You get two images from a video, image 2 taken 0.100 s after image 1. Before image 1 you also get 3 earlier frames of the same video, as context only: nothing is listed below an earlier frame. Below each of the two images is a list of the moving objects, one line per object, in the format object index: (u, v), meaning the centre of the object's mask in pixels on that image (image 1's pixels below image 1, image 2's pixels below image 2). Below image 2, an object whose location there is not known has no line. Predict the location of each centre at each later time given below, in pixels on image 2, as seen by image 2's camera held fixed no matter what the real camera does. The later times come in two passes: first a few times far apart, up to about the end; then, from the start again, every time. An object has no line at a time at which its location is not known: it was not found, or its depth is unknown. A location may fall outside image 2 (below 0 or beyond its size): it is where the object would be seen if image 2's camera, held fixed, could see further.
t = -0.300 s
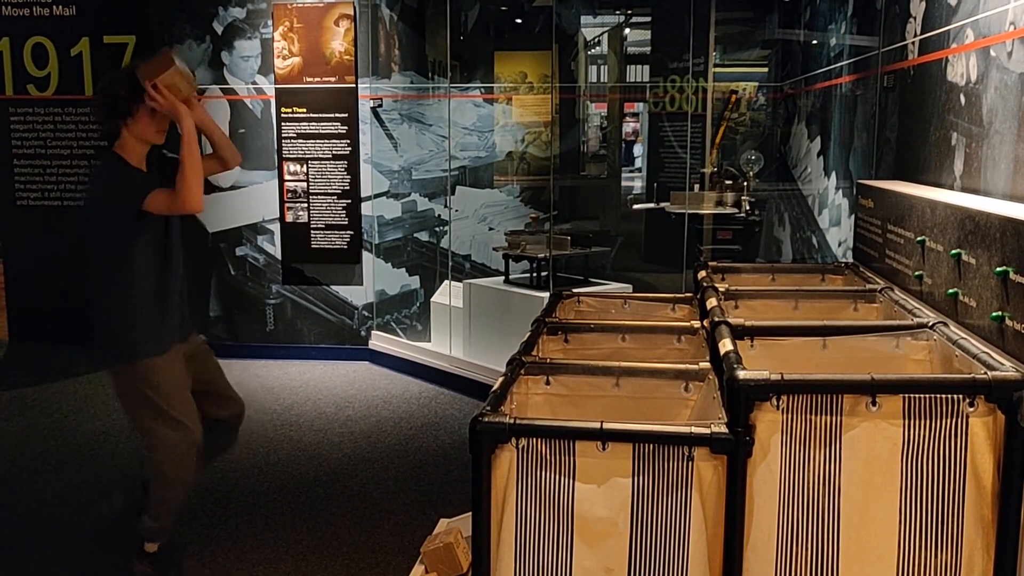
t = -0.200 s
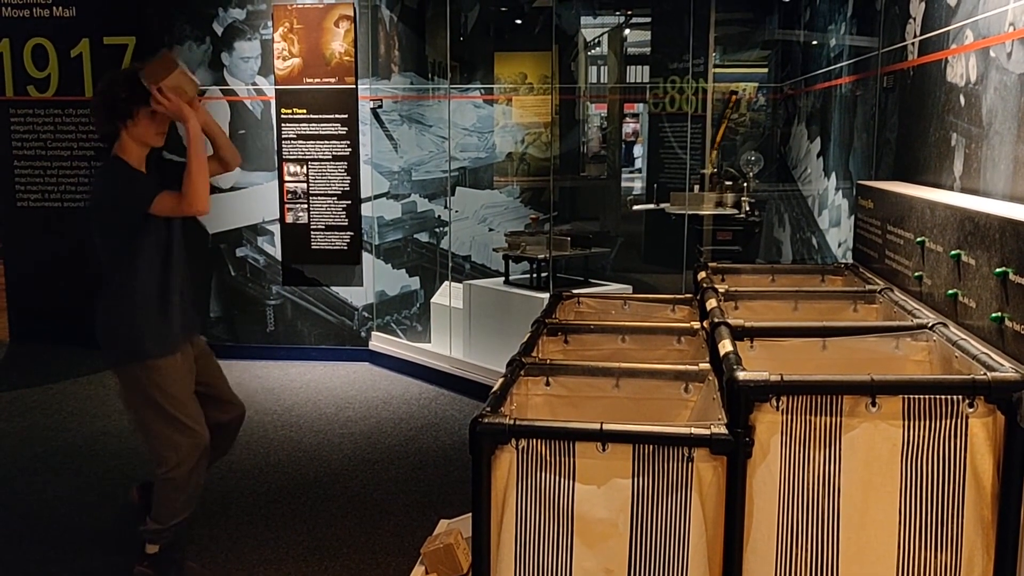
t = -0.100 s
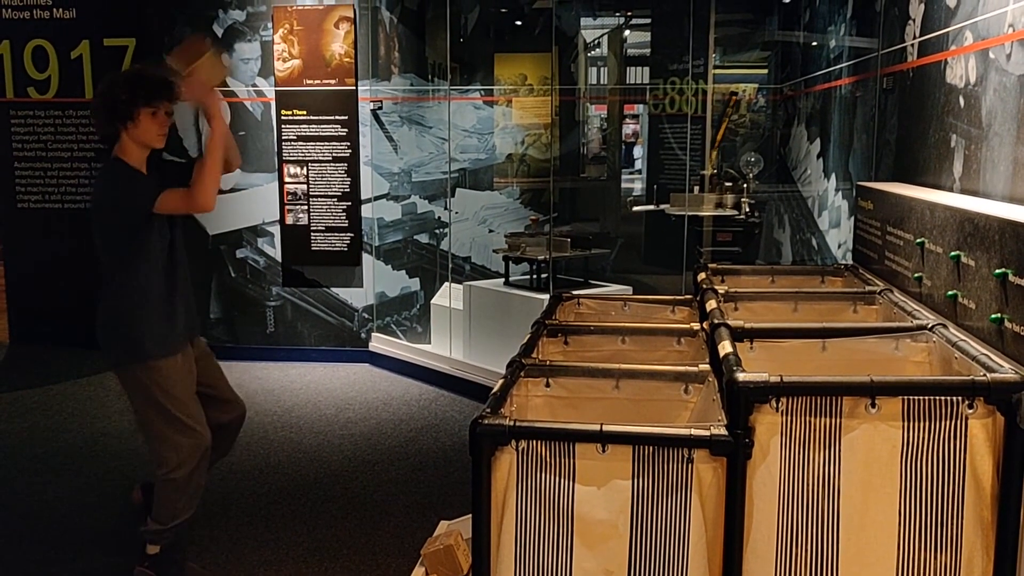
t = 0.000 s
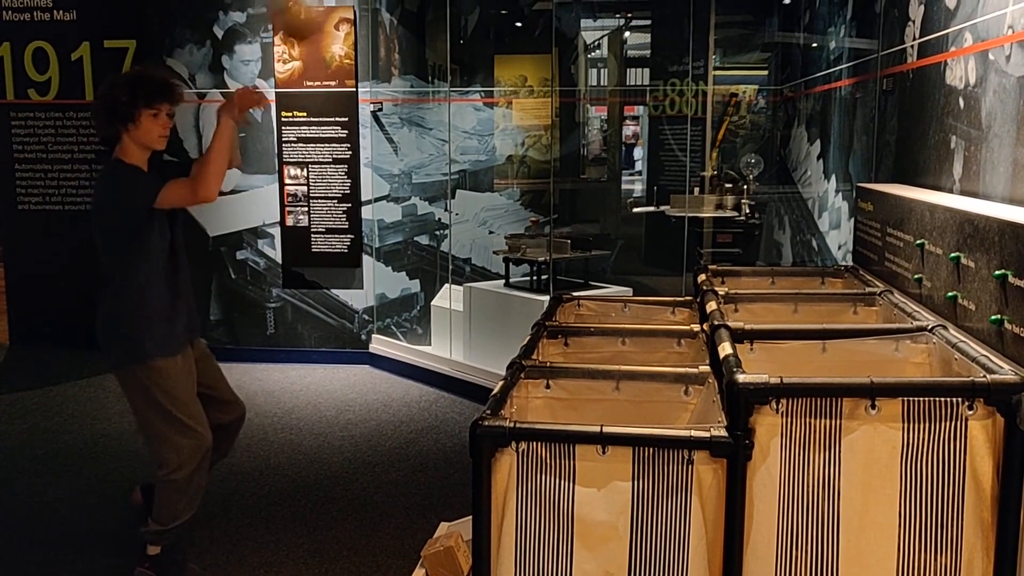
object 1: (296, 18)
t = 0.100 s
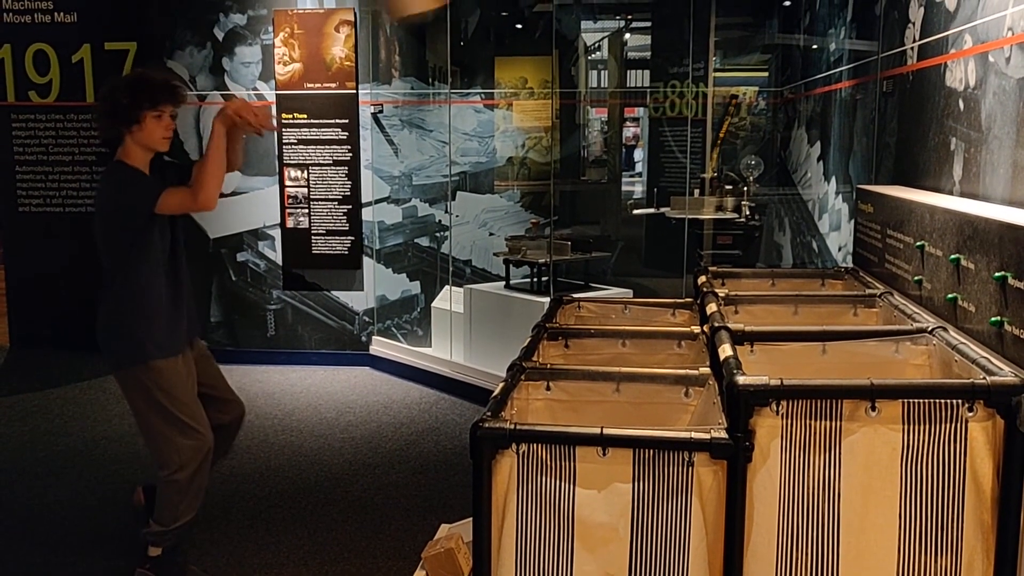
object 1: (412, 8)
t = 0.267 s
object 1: (595, 43)
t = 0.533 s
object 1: (849, 237)
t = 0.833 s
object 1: (736, 248)
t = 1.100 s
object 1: (698, 256)
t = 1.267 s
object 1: (675, 278)
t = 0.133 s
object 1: (443, 13)
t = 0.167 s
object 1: (483, 15)
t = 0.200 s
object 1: (522, 20)
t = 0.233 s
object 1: (558, 25)
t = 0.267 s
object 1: (595, 43)
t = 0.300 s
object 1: (640, 68)
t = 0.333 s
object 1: (678, 96)
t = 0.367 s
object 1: (720, 126)
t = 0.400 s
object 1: (760, 165)
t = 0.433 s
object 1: (798, 202)
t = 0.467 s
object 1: (839, 245)
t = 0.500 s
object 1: (857, 250)
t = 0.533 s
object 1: (849, 237)
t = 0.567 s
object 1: (831, 228)
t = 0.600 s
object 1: (818, 224)
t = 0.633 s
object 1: (803, 224)
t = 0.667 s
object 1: (790, 229)
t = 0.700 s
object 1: (779, 235)
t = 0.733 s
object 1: (764, 243)
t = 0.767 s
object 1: (753, 258)
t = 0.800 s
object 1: (743, 251)
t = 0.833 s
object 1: (736, 248)
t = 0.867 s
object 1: (726, 247)
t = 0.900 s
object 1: (717, 249)
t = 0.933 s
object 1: (709, 253)
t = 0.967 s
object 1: (706, 253)
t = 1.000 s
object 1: (705, 252)
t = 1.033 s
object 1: (703, 254)
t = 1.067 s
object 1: (701, 255)
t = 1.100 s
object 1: (698, 256)
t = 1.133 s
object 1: (695, 257)
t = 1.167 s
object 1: (691, 259)
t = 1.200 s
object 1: (686, 263)
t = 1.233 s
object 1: (680, 270)
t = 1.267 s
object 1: (675, 278)
